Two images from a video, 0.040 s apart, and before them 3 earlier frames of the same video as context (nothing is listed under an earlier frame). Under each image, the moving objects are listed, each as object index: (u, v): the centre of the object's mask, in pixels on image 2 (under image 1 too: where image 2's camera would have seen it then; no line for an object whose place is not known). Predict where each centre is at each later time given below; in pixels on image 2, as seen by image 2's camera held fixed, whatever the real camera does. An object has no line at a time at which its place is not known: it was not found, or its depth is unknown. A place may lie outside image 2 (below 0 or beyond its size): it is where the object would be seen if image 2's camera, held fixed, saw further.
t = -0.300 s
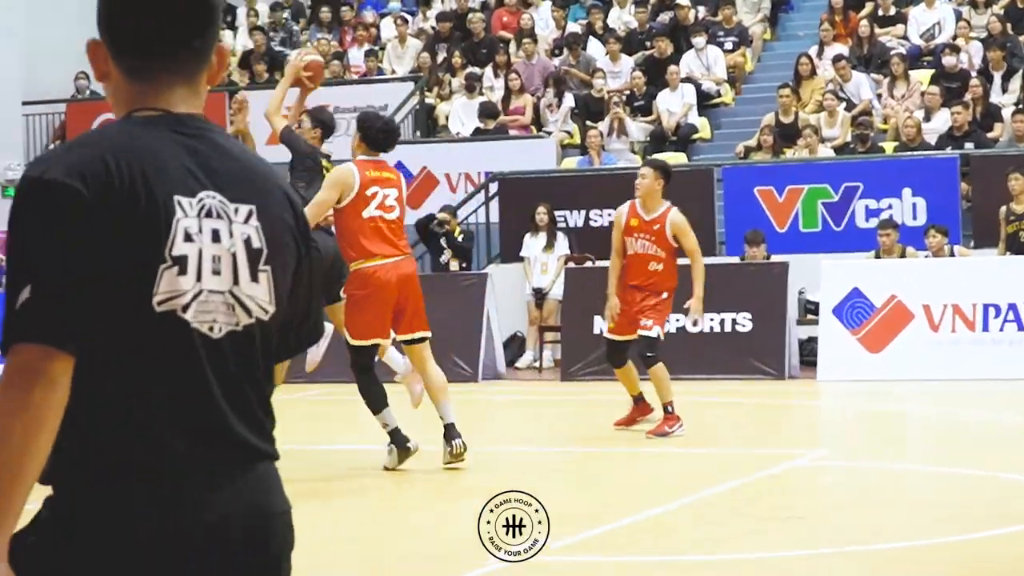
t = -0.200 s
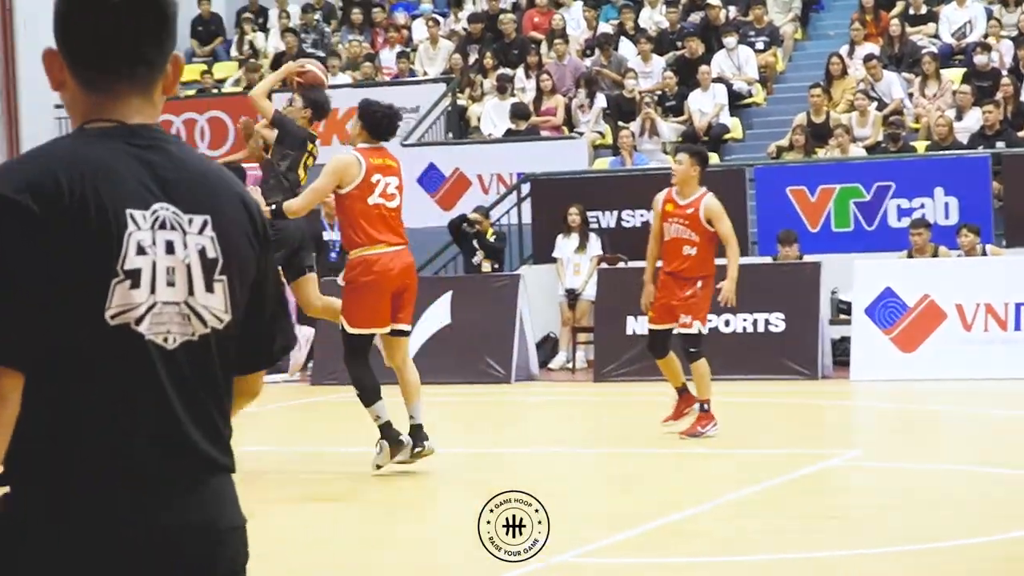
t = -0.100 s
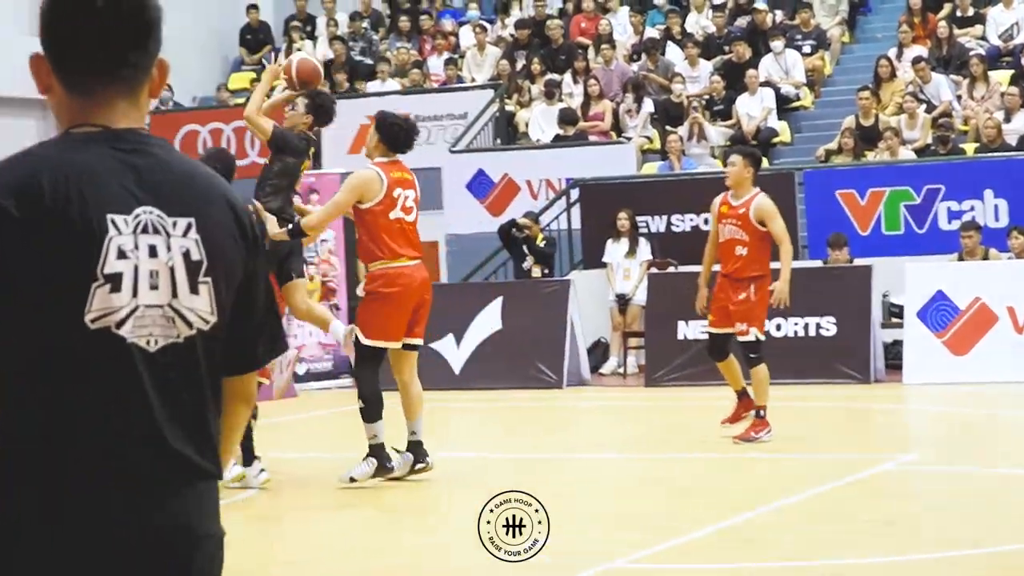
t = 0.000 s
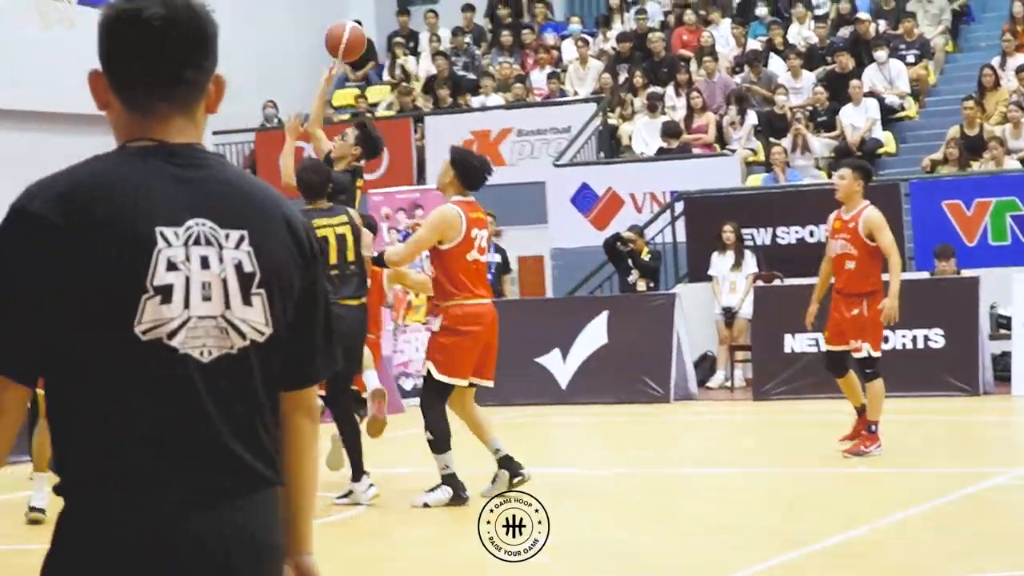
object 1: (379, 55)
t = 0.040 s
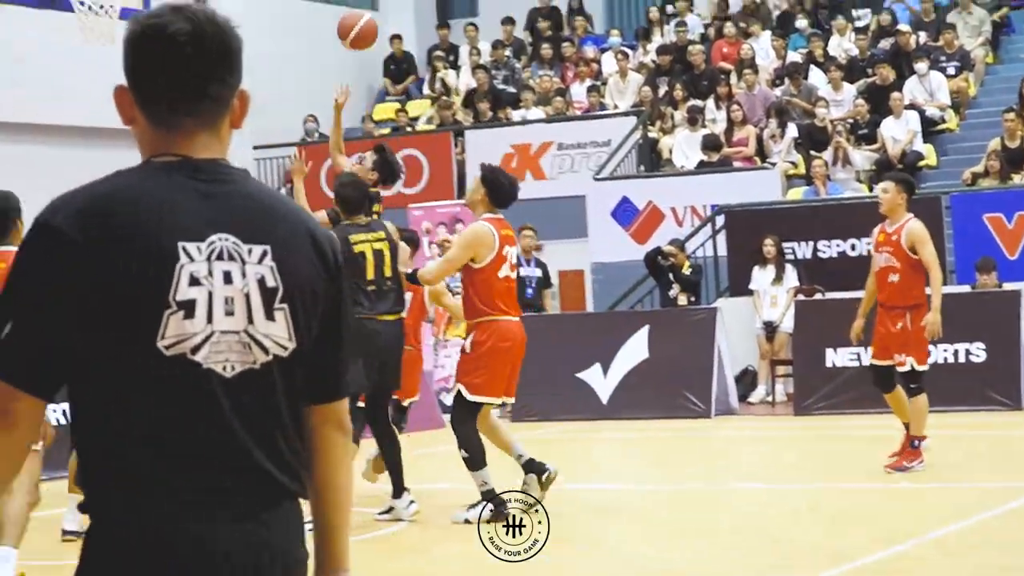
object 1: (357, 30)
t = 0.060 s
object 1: (342, 18)
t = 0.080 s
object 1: (326, 5)
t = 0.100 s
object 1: (311, -4)
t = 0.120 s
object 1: (297, -13)
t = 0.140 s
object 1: (280, -20)
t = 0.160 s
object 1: (265, -26)
